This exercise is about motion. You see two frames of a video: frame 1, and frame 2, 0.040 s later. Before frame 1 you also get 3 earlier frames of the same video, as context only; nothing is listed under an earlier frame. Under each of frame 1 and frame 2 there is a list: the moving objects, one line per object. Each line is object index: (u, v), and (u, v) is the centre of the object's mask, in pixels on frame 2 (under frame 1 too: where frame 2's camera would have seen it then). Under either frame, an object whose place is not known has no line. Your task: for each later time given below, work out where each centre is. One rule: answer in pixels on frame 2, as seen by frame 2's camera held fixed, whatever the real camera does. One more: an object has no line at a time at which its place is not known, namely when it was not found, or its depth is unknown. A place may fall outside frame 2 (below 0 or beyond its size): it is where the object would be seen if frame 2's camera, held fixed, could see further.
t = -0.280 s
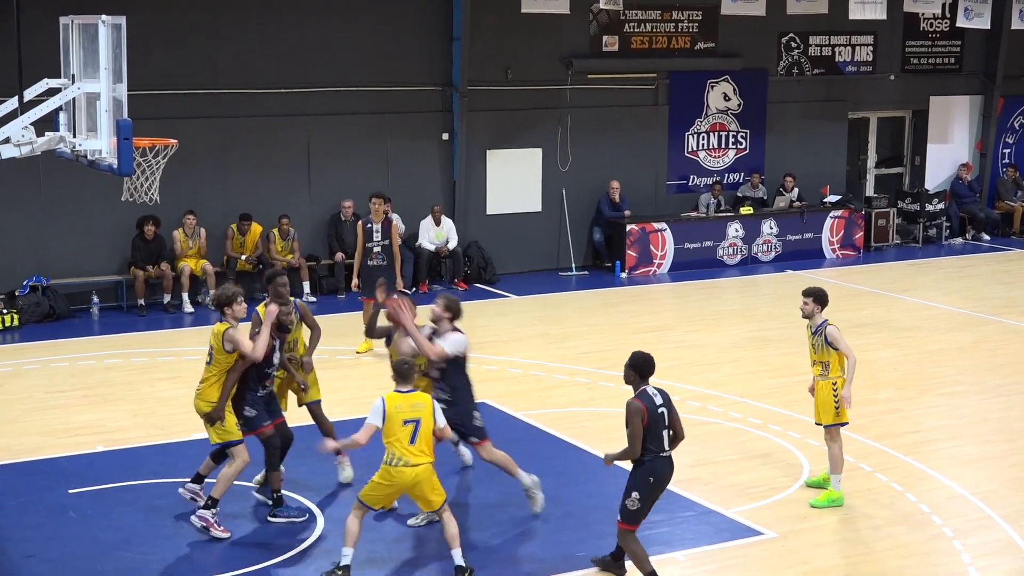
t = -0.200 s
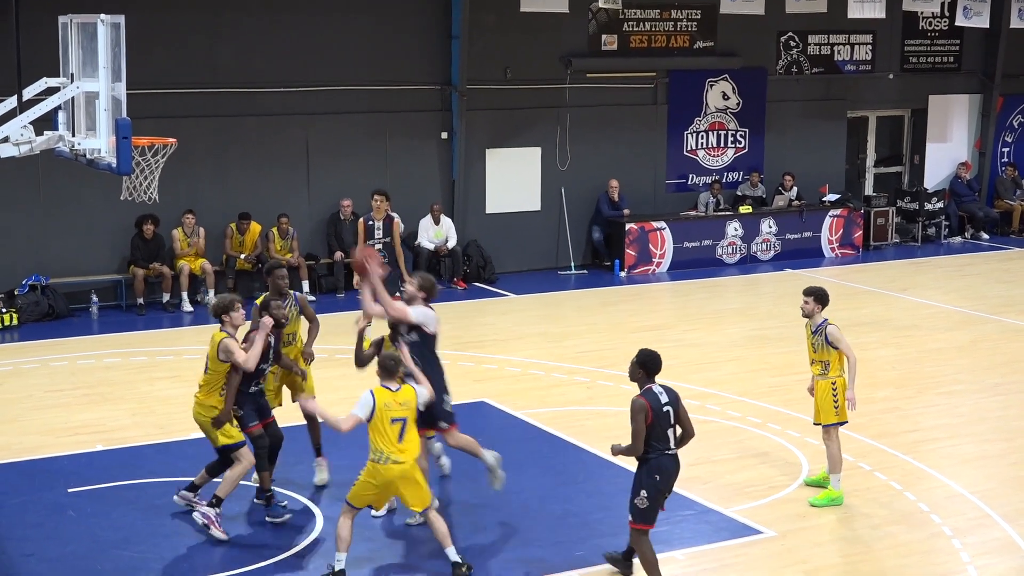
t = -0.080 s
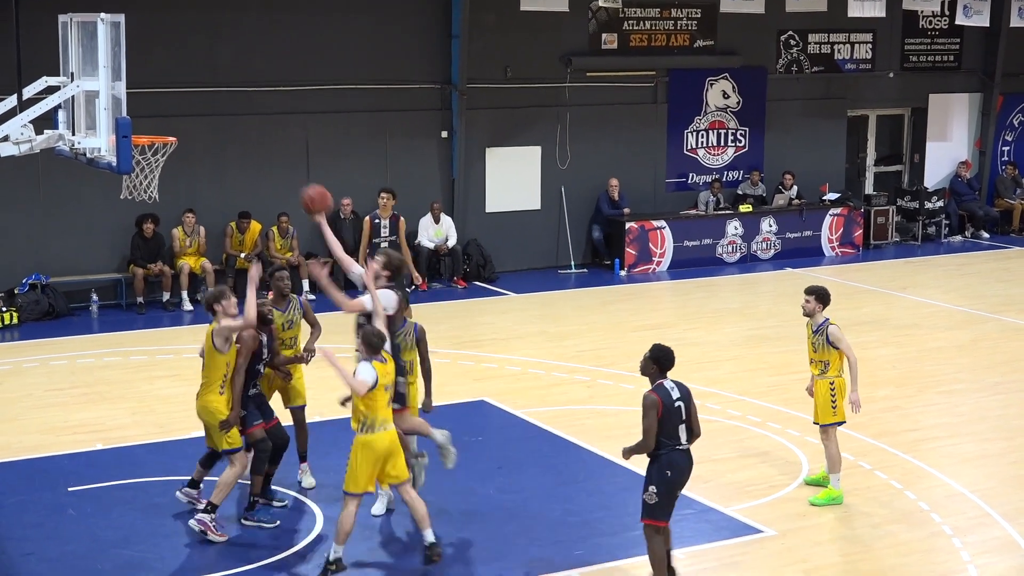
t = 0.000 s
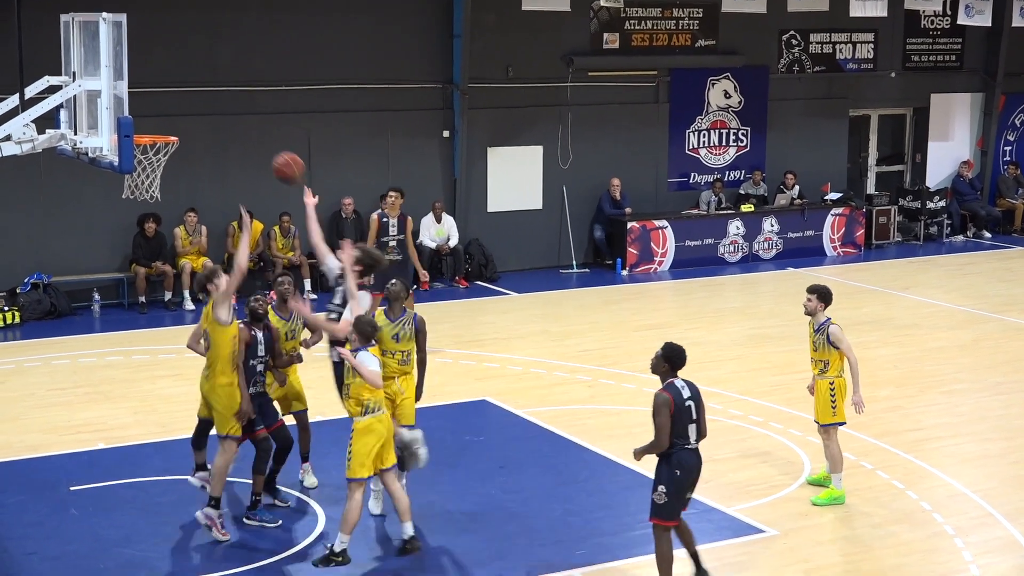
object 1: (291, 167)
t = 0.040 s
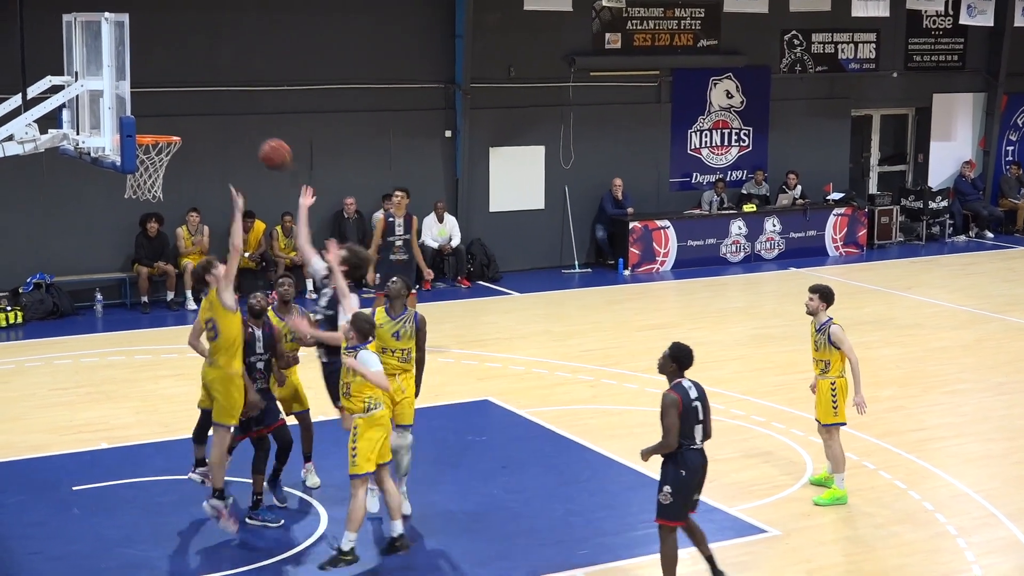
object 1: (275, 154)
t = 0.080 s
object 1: (259, 143)
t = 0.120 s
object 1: (243, 134)
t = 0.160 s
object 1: (227, 127)
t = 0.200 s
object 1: (211, 121)
